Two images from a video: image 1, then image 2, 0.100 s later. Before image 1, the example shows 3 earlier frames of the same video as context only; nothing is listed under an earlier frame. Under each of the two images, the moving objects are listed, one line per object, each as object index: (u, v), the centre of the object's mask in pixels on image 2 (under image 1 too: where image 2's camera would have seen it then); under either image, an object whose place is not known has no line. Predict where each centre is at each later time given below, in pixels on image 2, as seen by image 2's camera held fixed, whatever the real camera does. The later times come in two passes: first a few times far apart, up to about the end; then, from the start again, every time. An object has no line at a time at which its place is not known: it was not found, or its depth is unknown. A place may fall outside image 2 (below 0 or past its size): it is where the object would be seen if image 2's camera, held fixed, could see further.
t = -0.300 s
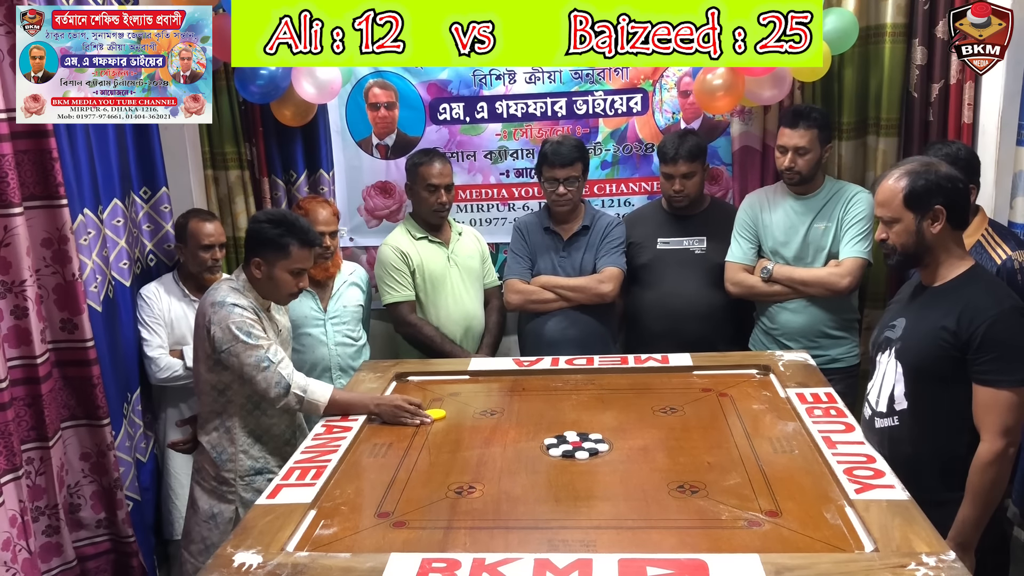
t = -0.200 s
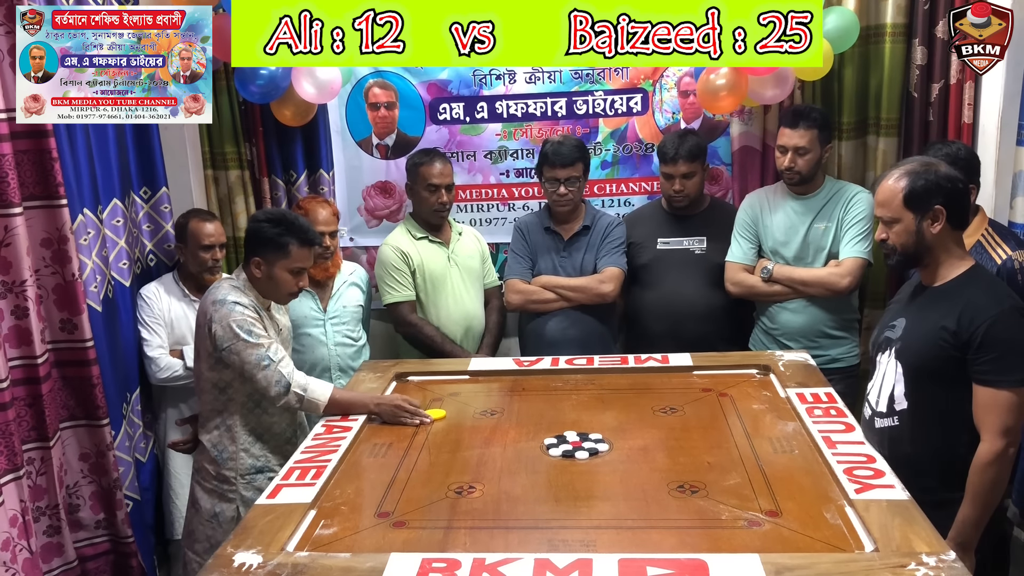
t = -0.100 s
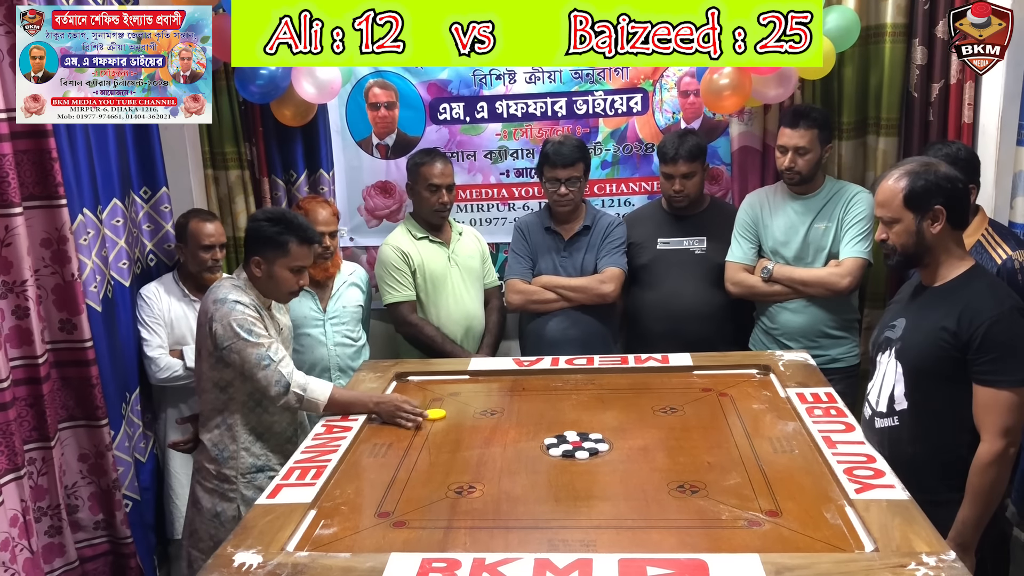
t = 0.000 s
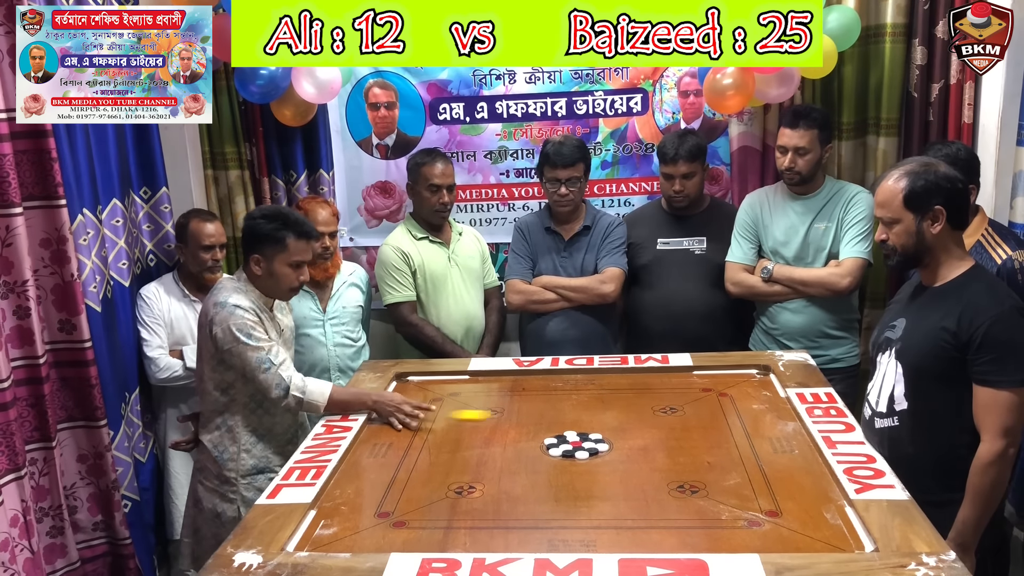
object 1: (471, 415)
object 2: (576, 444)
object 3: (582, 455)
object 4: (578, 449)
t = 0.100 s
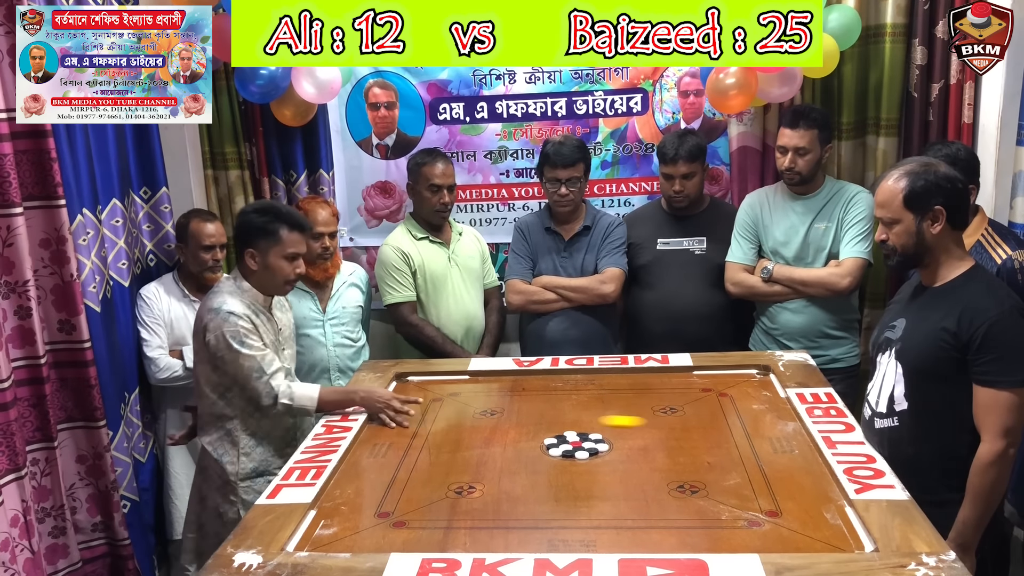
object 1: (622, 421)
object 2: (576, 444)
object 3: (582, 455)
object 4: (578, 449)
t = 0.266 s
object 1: (724, 433)
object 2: (576, 444)
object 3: (582, 455)
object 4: (579, 449)
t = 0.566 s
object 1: (614, 435)
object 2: (519, 445)
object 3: (574, 498)
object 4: (537, 485)
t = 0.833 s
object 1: (613, 434)
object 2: (471, 446)
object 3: (563, 552)
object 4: (485, 533)
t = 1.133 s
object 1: (613, 434)
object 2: (454, 447)
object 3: (559, 523)
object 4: (452, 543)
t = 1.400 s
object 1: (613, 434)
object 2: (454, 447)
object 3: (558, 517)
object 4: (449, 531)
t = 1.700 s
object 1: (613, 434)
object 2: (454, 447)
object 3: (558, 517)
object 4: (449, 531)
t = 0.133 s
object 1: (675, 423)
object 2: (576, 444)
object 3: (582, 455)
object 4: (578, 449)
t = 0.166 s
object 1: (727, 426)
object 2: (576, 444)
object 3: (582, 455)
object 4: (578, 449)
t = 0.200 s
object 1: (781, 429)
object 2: (576, 444)
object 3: (582, 455)
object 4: (579, 449)
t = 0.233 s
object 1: (760, 431)
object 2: (576, 444)
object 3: (582, 455)
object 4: (578, 449)
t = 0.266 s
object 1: (724, 433)
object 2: (576, 444)
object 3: (582, 455)
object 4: (579, 449)
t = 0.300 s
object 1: (689, 435)
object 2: (576, 444)
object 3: (582, 455)
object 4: (578, 449)
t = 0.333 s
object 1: (654, 438)
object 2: (576, 444)
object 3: (582, 455)
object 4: (579, 449)
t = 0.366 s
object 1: (621, 440)
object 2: (576, 444)
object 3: (582, 455)
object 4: (578, 449)
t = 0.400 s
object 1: (617, 439)
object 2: (566, 444)
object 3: (581, 462)
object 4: (571, 455)
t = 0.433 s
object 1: (616, 439)
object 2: (555, 444)
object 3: (579, 469)
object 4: (565, 461)
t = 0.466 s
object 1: (616, 437)
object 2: (545, 445)
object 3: (578, 476)
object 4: (558, 467)
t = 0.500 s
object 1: (615, 437)
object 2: (535, 445)
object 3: (576, 483)
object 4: (551, 473)
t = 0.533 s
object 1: (615, 436)
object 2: (527, 445)
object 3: (575, 490)
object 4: (544, 479)
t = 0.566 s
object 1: (614, 435)
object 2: (519, 445)
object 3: (574, 498)
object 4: (537, 485)
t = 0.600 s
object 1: (614, 435)
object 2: (511, 446)
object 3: (572, 505)
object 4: (531, 491)
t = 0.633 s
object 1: (614, 434)
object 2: (503, 446)
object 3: (571, 513)
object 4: (523, 497)
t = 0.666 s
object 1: (613, 434)
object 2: (497, 446)
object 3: (570, 520)
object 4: (517, 503)
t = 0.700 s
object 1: (613, 434)
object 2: (491, 446)
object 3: (568, 528)
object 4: (510, 509)
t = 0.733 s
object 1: (613, 434)
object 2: (485, 446)
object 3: (567, 535)
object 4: (504, 515)
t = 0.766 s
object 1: (613, 434)
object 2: (480, 446)
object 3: (566, 543)
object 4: (498, 521)
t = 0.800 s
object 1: (614, 434)
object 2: (476, 446)
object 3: (564, 549)
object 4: (491, 527)
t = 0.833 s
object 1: (613, 434)
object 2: (471, 446)
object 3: (563, 552)
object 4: (485, 533)
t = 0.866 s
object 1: (614, 434)
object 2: (468, 446)
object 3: (563, 550)
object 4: (478, 538)
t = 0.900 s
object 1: (614, 434)
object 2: (465, 446)
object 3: (562, 546)
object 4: (472, 544)
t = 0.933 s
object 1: (613, 434)
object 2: (462, 446)
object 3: (562, 542)
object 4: (466, 548)
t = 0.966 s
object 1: (613, 434)
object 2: (459, 447)
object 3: (561, 538)
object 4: (461, 551)
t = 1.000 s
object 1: (613, 434)
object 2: (457, 447)
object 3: (561, 535)
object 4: (457, 551)
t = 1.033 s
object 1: (613, 434)
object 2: (456, 447)
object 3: (560, 531)
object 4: (455, 550)
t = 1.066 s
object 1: (613, 434)
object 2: (455, 447)
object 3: (560, 528)
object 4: (454, 548)
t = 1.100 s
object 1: (613, 434)
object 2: (454, 447)
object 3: (559, 525)
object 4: (453, 546)
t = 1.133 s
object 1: (613, 434)
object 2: (454, 447)
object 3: (559, 523)
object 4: (452, 543)
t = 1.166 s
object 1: (613, 434)
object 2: (454, 447)
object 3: (559, 521)
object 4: (451, 540)
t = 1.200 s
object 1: (613, 434)
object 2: (454, 447)
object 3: (559, 519)
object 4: (451, 538)
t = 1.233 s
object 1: (613, 434)
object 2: (454, 447)
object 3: (558, 518)
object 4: (450, 536)
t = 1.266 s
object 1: (613, 434)
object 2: (454, 447)
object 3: (558, 517)
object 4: (450, 535)
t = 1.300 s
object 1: (613, 434)
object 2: (454, 447)
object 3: (558, 517)
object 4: (449, 533)
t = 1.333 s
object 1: (613, 434)
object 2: (454, 446)
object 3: (558, 517)
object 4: (449, 532)
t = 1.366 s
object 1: (613, 434)
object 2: (454, 447)
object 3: (558, 517)
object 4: (449, 532)
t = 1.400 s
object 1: (613, 434)
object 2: (454, 447)
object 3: (558, 517)
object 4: (449, 531)
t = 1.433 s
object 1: (613, 434)
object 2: (454, 447)
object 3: (558, 517)
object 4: (449, 531)
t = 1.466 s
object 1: (613, 434)
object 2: (454, 447)
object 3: (558, 517)
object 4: (449, 531)
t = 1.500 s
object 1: (613, 434)
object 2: (454, 447)
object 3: (558, 517)
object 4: (449, 531)
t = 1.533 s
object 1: (613, 434)
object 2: (454, 447)
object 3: (558, 517)
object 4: (449, 531)
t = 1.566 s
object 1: (613, 434)
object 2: (454, 447)
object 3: (558, 517)
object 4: (449, 531)
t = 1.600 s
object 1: (613, 434)
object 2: (454, 446)
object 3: (558, 517)
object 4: (449, 531)
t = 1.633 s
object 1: (613, 434)
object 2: (454, 447)
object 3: (558, 517)
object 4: (449, 531)
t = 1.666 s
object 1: (613, 434)
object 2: (454, 447)
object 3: (558, 517)
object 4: (449, 531)
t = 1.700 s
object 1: (613, 434)
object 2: (454, 447)
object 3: (558, 517)
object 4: (449, 531)
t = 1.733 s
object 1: (613, 434)
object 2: (454, 447)
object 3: (558, 517)
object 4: (449, 531)
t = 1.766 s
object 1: (613, 434)
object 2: (454, 447)
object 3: (558, 517)
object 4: (449, 531)
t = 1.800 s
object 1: (613, 434)
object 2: (454, 447)
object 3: (558, 517)
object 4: (449, 531)
